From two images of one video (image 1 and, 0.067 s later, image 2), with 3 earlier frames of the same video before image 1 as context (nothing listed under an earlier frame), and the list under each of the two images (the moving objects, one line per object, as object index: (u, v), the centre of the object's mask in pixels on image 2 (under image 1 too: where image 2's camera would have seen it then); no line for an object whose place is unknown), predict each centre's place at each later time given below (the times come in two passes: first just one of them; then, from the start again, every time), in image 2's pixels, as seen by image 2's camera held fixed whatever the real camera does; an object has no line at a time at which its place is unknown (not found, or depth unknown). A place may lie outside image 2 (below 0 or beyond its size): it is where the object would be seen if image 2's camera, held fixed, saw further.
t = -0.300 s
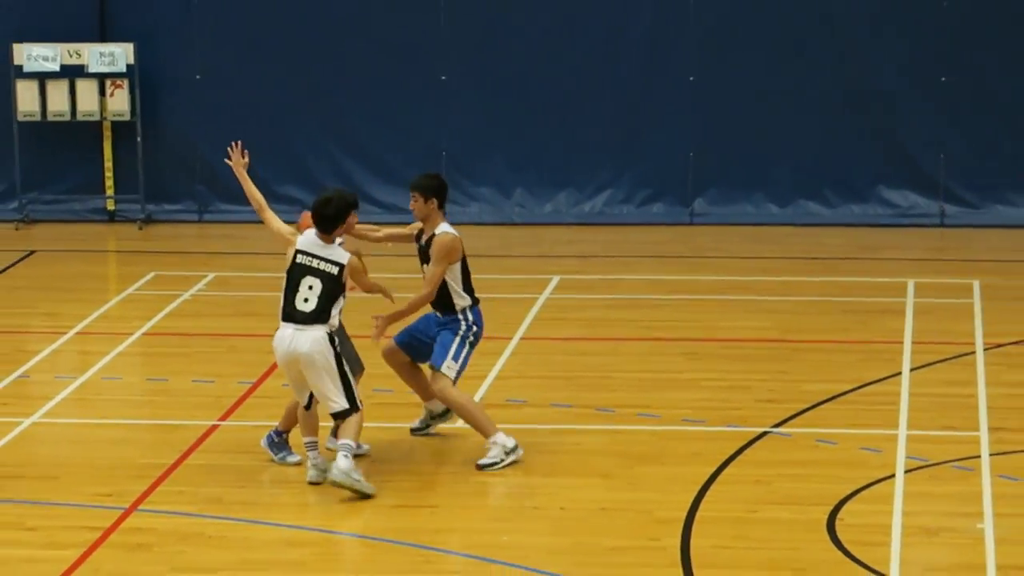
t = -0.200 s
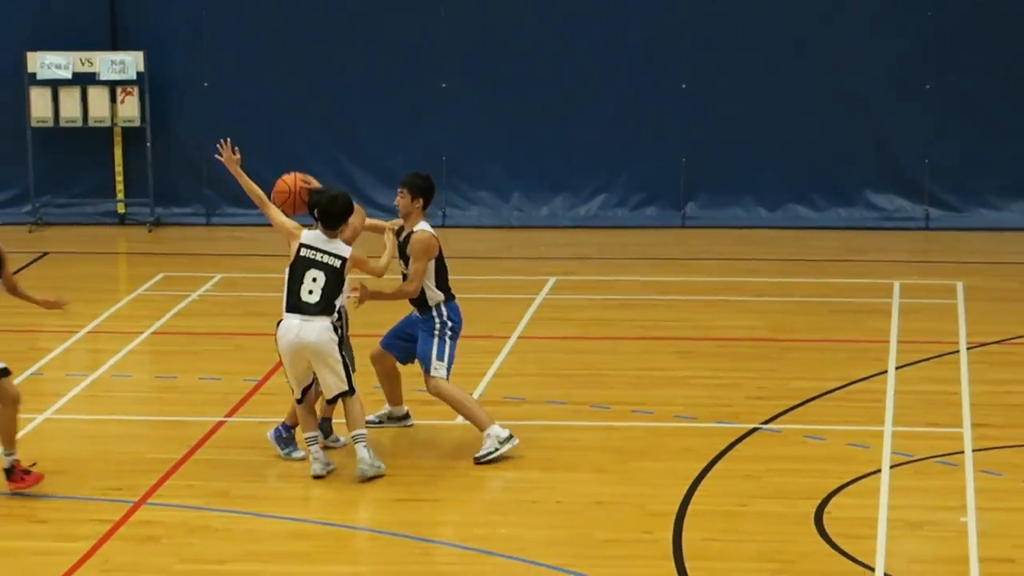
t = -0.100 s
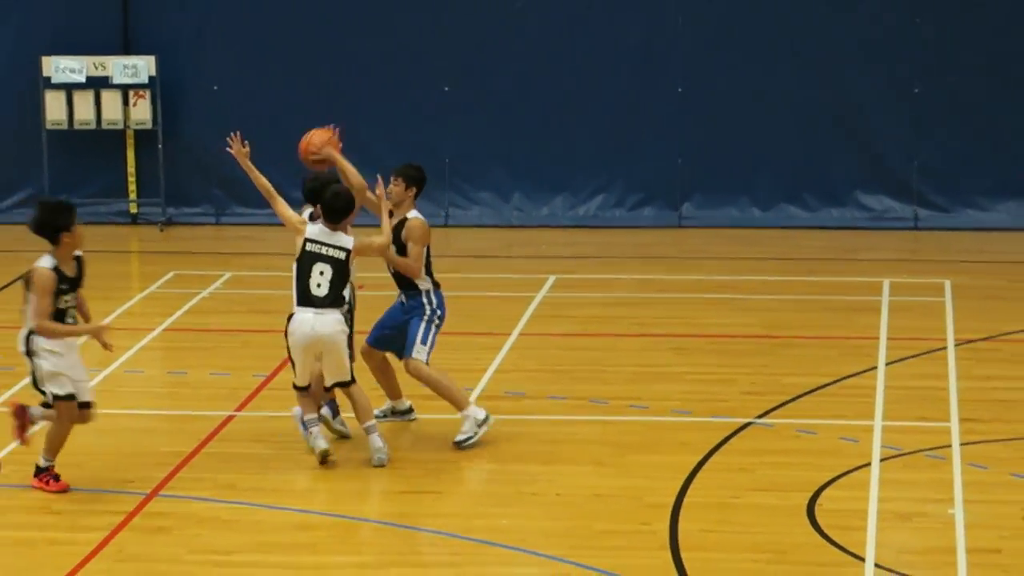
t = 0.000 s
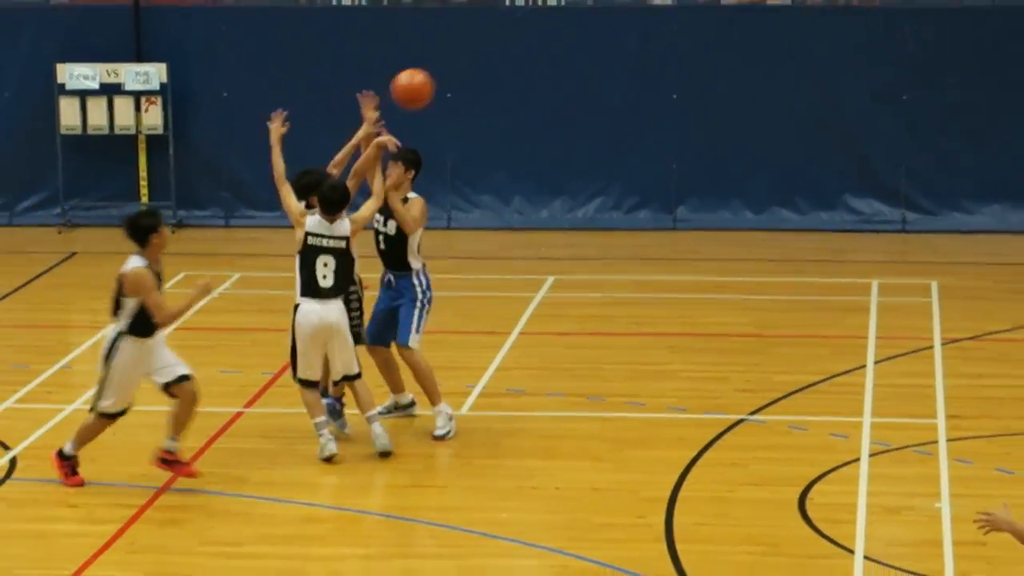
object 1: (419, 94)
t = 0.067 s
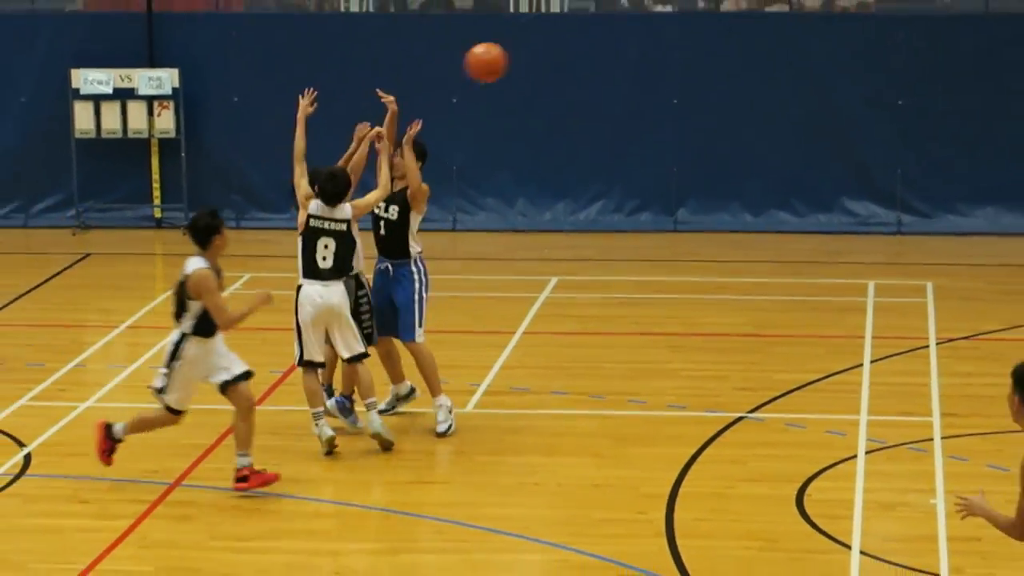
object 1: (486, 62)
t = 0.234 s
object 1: (653, 15)
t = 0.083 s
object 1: (503, 55)
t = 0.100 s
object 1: (520, 49)
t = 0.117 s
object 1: (536, 44)
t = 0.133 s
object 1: (553, 38)
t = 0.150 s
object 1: (570, 33)
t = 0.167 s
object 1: (587, 29)
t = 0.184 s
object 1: (604, 25)
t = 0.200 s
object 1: (621, 21)
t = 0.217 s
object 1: (637, 18)
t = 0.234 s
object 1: (653, 15)
